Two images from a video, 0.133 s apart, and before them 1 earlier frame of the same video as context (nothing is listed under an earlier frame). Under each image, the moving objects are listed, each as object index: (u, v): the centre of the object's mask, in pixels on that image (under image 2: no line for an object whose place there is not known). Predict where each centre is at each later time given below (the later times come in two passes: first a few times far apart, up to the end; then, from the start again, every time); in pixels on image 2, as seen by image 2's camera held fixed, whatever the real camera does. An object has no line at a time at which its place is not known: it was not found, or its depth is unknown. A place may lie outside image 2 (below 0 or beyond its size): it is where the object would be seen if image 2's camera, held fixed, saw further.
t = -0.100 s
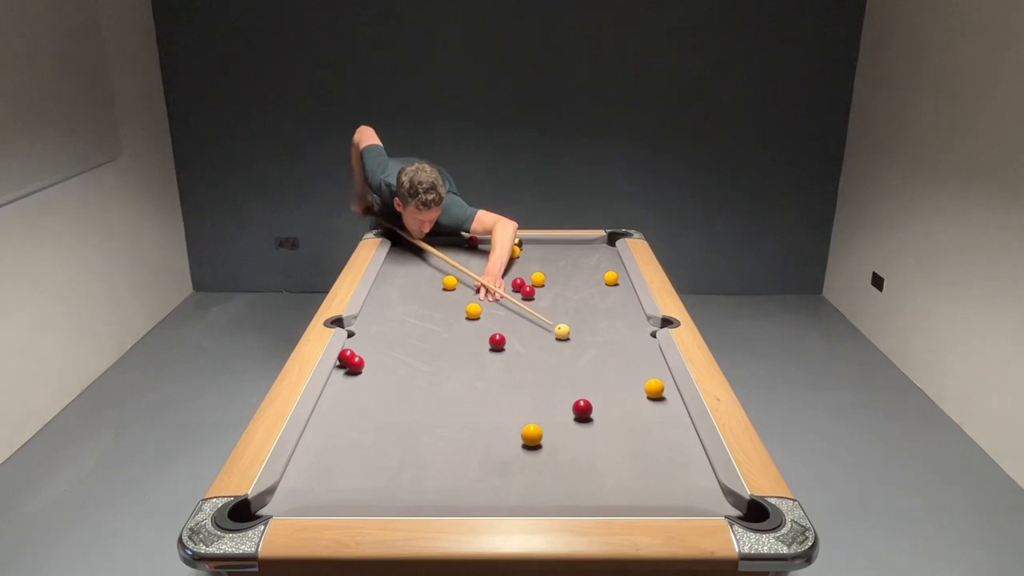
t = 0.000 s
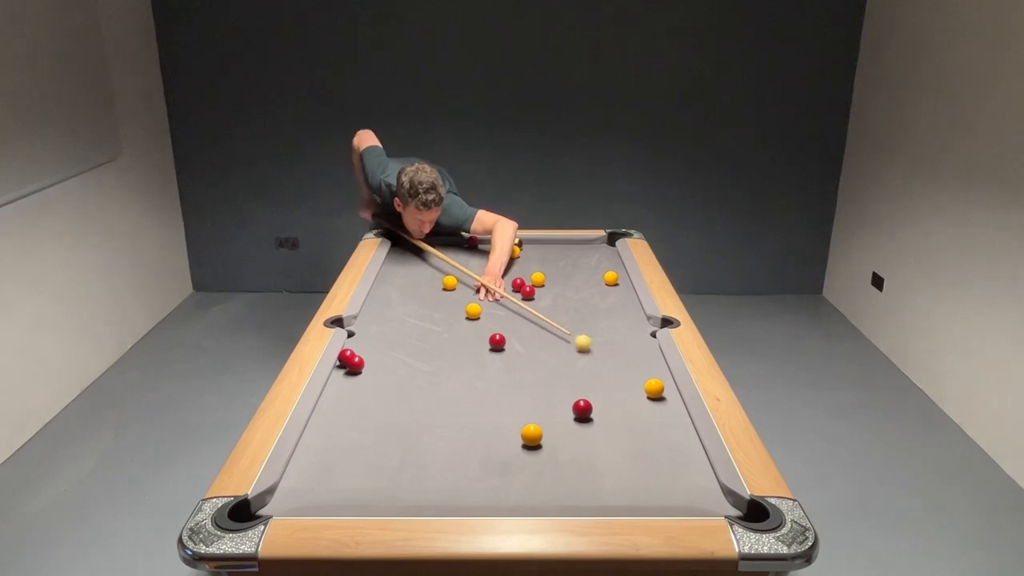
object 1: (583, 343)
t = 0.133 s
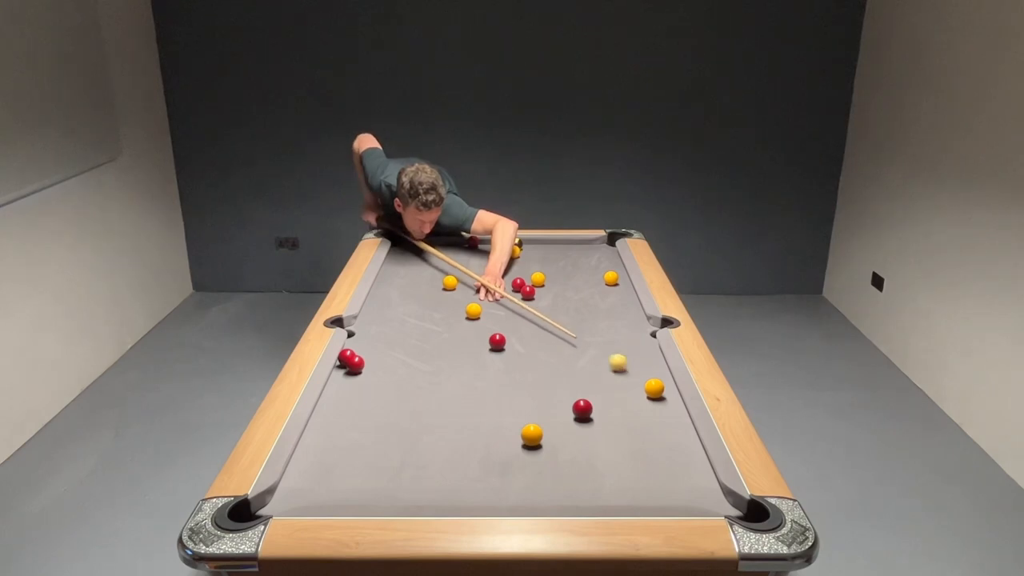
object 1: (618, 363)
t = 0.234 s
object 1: (644, 376)
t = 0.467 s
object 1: (648, 382)
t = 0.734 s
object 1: (617, 385)
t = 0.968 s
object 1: (592, 387)
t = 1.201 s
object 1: (570, 390)
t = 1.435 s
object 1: (549, 393)
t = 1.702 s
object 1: (528, 395)
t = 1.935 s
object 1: (512, 396)
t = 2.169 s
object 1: (498, 398)
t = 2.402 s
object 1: (486, 399)
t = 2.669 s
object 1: (474, 400)
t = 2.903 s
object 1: (468, 400)
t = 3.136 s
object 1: (463, 400)
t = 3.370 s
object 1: (460, 401)
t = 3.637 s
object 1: (458, 402)
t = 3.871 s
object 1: (458, 402)
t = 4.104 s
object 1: (458, 402)
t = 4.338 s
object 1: (458, 402)
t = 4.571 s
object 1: (459, 401)
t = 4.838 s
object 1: (459, 401)
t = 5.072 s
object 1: (459, 401)
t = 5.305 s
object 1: (459, 401)
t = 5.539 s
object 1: (459, 401)
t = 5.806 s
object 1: (458, 401)
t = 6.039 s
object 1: (458, 401)
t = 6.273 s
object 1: (458, 401)
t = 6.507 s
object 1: (458, 401)
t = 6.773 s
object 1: (459, 401)
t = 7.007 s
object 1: (459, 401)
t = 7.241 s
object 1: (459, 401)
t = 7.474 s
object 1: (459, 401)
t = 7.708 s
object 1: (459, 401)
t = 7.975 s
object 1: (459, 401)
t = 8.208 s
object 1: (459, 401)
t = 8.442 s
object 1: (459, 401)
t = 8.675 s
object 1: (459, 401)
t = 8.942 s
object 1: (459, 401)
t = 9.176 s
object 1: (459, 401)
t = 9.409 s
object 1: (459, 401)
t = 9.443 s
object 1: (459, 401)
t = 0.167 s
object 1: (627, 367)
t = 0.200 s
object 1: (636, 373)
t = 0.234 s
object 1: (644, 376)
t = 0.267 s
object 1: (653, 377)
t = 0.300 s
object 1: (661, 379)
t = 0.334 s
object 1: (665, 380)
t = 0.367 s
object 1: (660, 381)
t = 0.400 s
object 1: (656, 381)
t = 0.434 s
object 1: (651, 381)
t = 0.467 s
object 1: (648, 382)
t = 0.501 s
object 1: (643, 382)
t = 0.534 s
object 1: (640, 382)
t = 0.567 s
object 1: (636, 383)
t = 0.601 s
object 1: (632, 383)
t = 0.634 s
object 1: (628, 384)
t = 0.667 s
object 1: (624, 384)
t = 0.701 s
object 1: (621, 384)
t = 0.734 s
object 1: (617, 385)
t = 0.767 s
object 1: (613, 385)
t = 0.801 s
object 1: (610, 385)
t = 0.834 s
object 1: (606, 386)
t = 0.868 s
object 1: (603, 386)
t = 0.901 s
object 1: (599, 387)
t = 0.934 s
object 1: (596, 387)
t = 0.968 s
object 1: (592, 387)
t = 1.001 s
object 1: (589, 388)
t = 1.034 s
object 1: (586, 388)
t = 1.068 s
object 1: (583, 388)
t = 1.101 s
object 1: (579, 389)
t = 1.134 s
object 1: (576, 389)
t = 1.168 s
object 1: (573, 389)
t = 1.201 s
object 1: (570, 390)
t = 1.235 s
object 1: (567, 390)
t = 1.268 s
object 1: (564, 391)
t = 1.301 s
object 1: (561, 391)
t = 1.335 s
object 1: (558, 391)
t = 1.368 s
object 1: (555, 392)
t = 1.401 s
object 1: (552, 392)
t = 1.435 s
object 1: (549, 393)
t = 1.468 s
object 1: (547, 393)
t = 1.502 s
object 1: (544, 393)
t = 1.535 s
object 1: (541, 393)
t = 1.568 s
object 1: (539, 394)
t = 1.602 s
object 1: (536, 394)
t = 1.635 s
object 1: (533, 394)
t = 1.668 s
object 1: (531, 395)
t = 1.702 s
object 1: (528, 395)
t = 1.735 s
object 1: (526, 395)
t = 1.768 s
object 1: (524, 395)
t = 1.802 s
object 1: (521, 396)
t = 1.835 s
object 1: (519, 396)
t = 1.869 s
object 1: (517, 396)
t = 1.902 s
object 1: (514, 396)
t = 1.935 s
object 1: (512, 396)
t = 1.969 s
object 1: (510, 396)
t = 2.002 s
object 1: (508, 396)
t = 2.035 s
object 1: (506, 397)
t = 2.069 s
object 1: (504, 397)
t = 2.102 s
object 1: (502, 397)
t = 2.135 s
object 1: (500, 397)
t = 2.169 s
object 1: (498, 398)
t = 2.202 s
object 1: (496, 398)
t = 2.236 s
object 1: (494, 398)
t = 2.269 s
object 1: (492, 398)
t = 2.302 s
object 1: (491, 399)
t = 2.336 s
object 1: (489, 399)
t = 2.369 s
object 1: (487, 399)
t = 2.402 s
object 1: (486, 399)
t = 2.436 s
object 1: (484, 399)
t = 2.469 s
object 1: (483, 399)
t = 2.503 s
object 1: (481, 399)
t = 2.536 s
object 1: (480, 400)
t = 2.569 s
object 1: (478, 400)
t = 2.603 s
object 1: (477, 400)
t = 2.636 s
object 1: (476, 400)
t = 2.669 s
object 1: (474, 400)
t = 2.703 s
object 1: (473, 400)
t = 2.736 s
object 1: (472, 400)
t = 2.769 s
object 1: (471, 400)
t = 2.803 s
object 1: (470, 400)
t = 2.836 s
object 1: (469, 400)
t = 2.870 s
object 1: (469, 400)
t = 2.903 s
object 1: (468, 400)
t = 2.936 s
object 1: (466, 400)
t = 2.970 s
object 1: (466, 400)
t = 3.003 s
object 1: (465, 400)
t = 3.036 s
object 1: (464, 400)
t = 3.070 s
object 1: (464, 400)
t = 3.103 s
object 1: (463, 400)
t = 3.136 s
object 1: (463, 400)
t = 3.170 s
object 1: (462, 401)
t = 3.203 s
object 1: (461, 401)
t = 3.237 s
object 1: (461, 401)
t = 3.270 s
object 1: (461, 401)
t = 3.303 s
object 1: (460, 401)
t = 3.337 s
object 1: (460, 401)
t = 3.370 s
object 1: (460, 401)
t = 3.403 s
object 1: (459, 401)
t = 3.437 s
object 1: (459, 401)
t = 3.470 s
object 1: (459, 401)
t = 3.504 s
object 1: (459, 401)
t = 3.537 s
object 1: (458, 401)
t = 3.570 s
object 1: (458, 401)
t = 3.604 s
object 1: (458, 402)
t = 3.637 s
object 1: (458, 402)
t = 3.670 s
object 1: (458, 402)
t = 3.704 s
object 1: (458, 402)
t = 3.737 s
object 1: (458, 402)
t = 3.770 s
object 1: (458, 402)
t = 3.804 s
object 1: (458, 402)
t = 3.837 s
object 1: (458, 402)
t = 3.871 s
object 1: (458, 402)
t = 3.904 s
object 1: (458, 402)
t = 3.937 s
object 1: (458, 402)
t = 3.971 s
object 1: (458, 402)
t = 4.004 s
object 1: (458, 402)
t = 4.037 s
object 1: (458, 402)
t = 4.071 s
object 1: (458, 402)
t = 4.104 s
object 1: (458, 402)
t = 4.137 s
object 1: (458, 402)
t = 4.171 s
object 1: (458, 402)
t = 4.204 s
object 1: (458, 402)
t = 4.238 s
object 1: (458, 402)
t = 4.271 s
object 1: (458, 402)
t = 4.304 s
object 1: (458, 402)
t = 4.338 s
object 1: (458, 402)
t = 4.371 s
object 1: (458, 402)
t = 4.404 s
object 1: (458, 402)
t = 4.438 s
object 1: (458, 402)
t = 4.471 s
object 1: (458, 402)
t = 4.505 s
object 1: (458, 402)
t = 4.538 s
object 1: (458, 401)
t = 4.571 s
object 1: (459, 401)
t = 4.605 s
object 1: (459, 401)
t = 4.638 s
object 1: (459, 401)
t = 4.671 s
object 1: (459, 401)
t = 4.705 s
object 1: (459, 401)
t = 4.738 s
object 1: (459, 401)
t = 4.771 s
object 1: (459, 401)
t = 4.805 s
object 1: (458, 401)
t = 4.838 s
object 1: (459, 401)
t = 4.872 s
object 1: (459, 401)
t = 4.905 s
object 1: (459, 401)
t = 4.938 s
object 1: (459, 401)
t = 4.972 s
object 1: (459, 401)
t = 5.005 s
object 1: (459, 401)
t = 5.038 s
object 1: (459, 401)
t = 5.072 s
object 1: (459, 401)
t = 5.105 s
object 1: (459, 401)
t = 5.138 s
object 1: (459, 401)
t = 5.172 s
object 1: (459, 401)
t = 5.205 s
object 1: (459, 401)
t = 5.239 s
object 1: (459, 401)
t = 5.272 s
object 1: (458, 401)
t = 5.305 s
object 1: (459, 401)
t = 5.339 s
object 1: (458, 401)
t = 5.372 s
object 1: (458, 401)
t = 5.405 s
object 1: (458, 401)
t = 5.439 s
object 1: (458, 401)
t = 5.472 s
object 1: (458, 401)
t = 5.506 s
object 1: (458, 401)
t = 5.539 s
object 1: (459, 401)
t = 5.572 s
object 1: (458, 401)
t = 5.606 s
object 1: (459, 401)
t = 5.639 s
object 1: (459, 401)
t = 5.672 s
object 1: (459, 401)
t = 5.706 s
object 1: (459, 401)
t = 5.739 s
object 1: (459, 401)
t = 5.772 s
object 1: (458, 401)
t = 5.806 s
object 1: (458, 401)
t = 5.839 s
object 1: (458, 401)
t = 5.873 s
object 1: (458, 401)
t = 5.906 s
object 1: (458, 401)
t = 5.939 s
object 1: (458, 401)
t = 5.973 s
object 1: (458, 401)
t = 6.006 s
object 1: (458, 401)
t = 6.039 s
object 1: (458, 401)
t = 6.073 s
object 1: (458, 401)
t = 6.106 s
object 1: (458, 401)
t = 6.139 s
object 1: (458, 401)
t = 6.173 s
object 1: (458, 401)
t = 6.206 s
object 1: (458, 401)
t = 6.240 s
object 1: (458, 401)
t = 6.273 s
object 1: (458, 401)
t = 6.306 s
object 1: (458, 401)
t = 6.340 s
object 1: (458, 401)
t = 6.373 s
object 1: (458, 401)
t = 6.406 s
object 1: (458, 401)
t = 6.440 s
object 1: (458, 401)
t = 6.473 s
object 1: (458, 401)
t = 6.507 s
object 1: (458, 401)
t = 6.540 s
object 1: (458, 401)
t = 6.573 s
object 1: (458, 401)
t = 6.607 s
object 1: (458, 401)
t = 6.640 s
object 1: (458, 401)
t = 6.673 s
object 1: (458, 401)
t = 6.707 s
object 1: (458, 401)
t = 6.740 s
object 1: (459, 401)
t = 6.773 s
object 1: (459, 401)
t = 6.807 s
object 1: (459, 401)
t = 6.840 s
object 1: (459, 401)
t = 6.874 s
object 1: (459, 401)
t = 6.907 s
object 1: (459, 401)
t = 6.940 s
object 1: (459, 401)
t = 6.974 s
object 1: (459, 401)
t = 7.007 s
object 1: (459, 401)
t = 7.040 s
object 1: (459, 401)
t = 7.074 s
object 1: (459, 401)
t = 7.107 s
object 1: (459, 401)
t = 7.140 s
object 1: (459, 401)
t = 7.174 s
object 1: (459, 401)
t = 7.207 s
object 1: (459, 401)
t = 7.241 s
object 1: (459, 401)
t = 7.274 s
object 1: (459, 401)
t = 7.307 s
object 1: (459, 401)
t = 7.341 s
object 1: (459, 401)
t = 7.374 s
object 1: (459, 401)
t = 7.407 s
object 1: (459, 401)
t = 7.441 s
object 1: (459, 401)
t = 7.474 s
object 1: (459, 401)
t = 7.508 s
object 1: (459, 401)
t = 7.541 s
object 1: (459, 401)
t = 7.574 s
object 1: (459, 401)
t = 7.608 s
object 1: (459, 401)
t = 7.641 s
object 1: (459, 401)
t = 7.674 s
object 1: (459, 401)
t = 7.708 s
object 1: (459, 401)
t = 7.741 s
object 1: (459, 401)
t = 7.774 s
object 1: (459, 401)
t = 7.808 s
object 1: (459, 401)
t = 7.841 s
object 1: (459, 401)
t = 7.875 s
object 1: (459, 401)
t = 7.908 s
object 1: (459, 401)
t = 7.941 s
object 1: (459, 401)
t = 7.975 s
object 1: (459, 401)
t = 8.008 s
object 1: (459, 401)
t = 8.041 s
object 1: (459, 401)
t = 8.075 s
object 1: (459, 401)
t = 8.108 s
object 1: (459, 401)
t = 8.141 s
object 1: (459, 401)
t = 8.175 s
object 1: (459, 401)
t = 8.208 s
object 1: (459, 401)
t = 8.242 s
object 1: (459, 401)
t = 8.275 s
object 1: (459, 401)
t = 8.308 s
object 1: (459, 401)
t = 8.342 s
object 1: (459, 401)
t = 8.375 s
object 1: (459, 401)
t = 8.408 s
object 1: (459, 401)
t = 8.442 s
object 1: (459, 401)
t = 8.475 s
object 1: (459, 401)
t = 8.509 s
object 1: (459, 401)
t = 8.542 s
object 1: (459, 401)
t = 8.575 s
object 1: (459, 401)
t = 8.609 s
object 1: (459, 401)
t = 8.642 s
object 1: (459, 401)
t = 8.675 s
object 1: (459, 401)
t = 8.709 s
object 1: (459, 401)
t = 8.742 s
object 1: (459, 401)
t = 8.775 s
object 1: (459, 401)
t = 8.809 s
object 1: (459, 401)
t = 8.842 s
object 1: (459, 401)
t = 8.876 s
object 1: (459, 401)
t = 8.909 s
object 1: (459, 401)
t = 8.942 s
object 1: (459, 401)
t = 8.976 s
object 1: (459, 401)
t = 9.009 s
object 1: (459, 401)
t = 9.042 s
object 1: (459, 401)
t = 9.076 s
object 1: (459, 401)
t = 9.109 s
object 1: (459, 401)
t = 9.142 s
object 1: (459, 401)
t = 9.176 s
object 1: (459, 401)
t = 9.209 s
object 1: (459, 401)
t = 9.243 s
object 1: (459, 401)
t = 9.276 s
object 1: (459, 401)
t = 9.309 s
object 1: (459, 401)
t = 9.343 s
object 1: (459, 401)
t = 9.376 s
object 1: (459, 401)
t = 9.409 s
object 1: (459, 401)
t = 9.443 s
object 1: (459, 401)
